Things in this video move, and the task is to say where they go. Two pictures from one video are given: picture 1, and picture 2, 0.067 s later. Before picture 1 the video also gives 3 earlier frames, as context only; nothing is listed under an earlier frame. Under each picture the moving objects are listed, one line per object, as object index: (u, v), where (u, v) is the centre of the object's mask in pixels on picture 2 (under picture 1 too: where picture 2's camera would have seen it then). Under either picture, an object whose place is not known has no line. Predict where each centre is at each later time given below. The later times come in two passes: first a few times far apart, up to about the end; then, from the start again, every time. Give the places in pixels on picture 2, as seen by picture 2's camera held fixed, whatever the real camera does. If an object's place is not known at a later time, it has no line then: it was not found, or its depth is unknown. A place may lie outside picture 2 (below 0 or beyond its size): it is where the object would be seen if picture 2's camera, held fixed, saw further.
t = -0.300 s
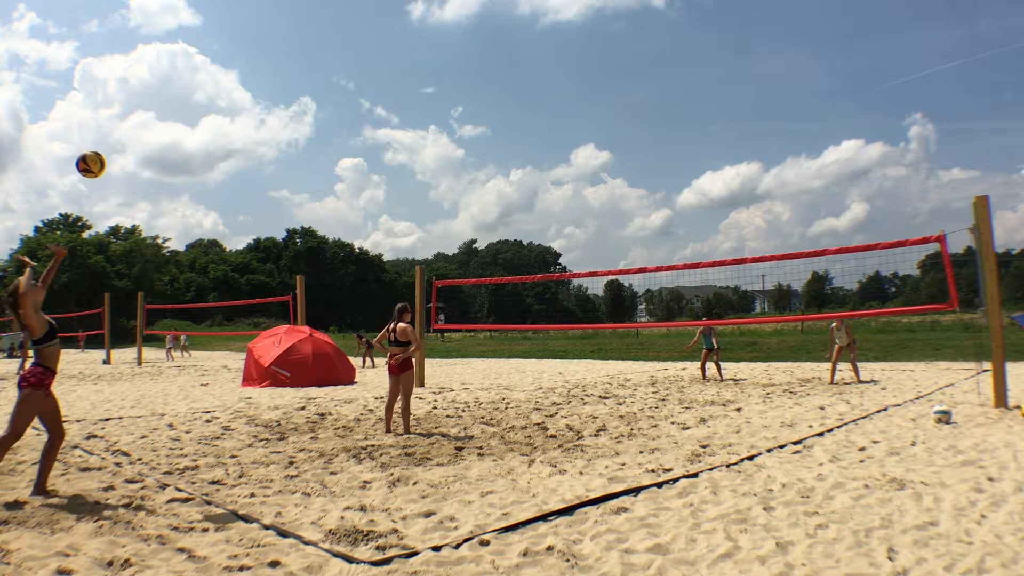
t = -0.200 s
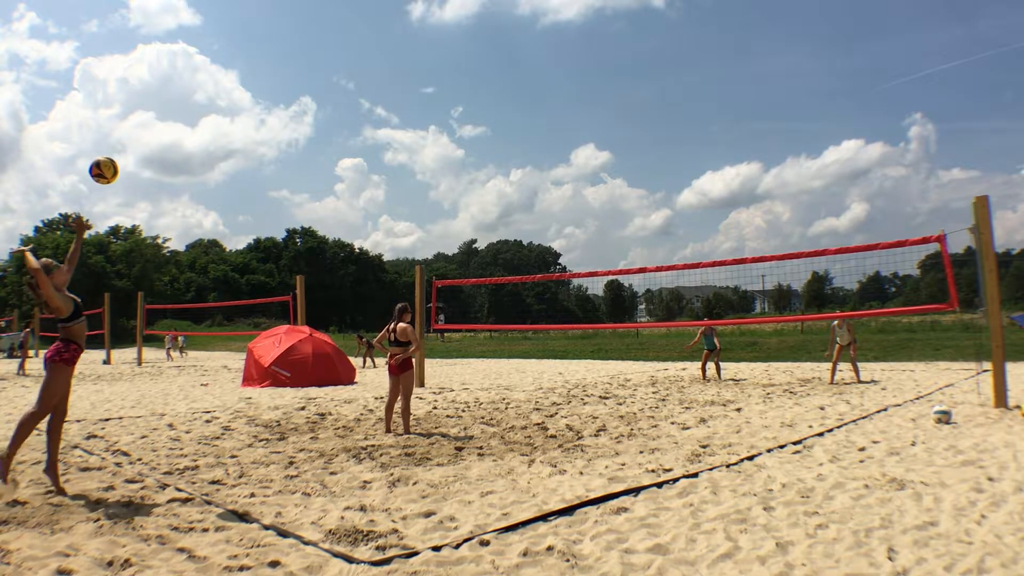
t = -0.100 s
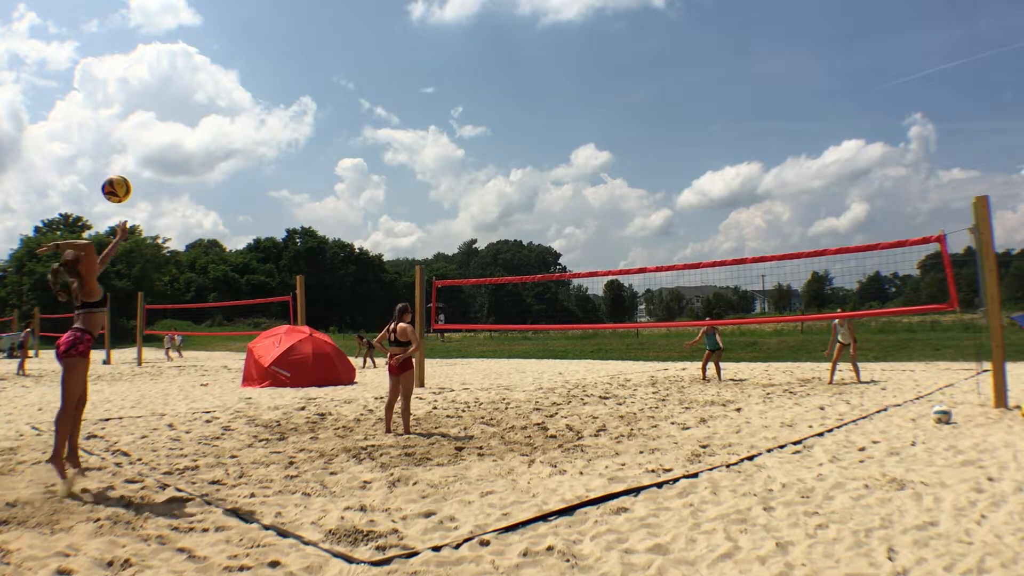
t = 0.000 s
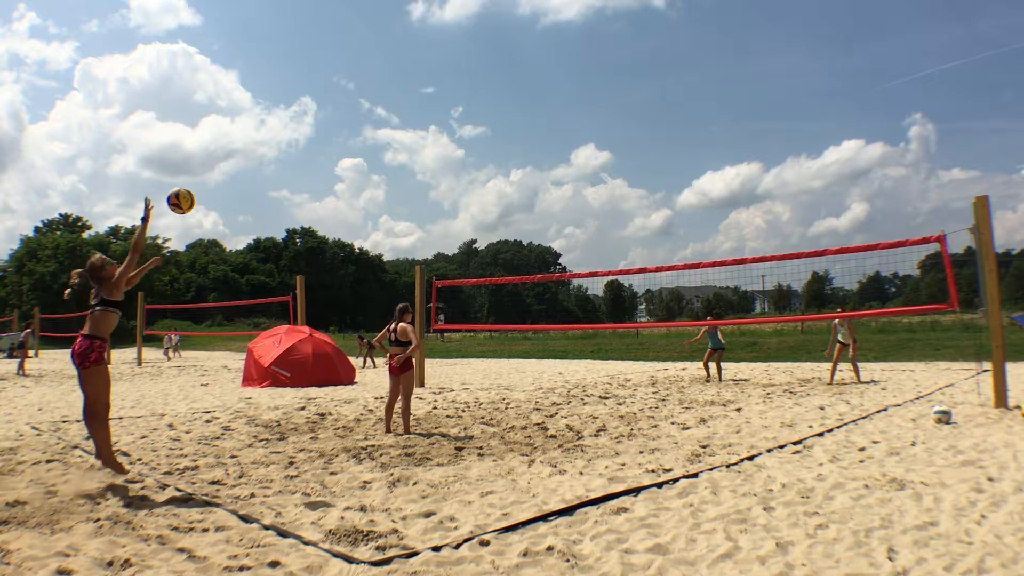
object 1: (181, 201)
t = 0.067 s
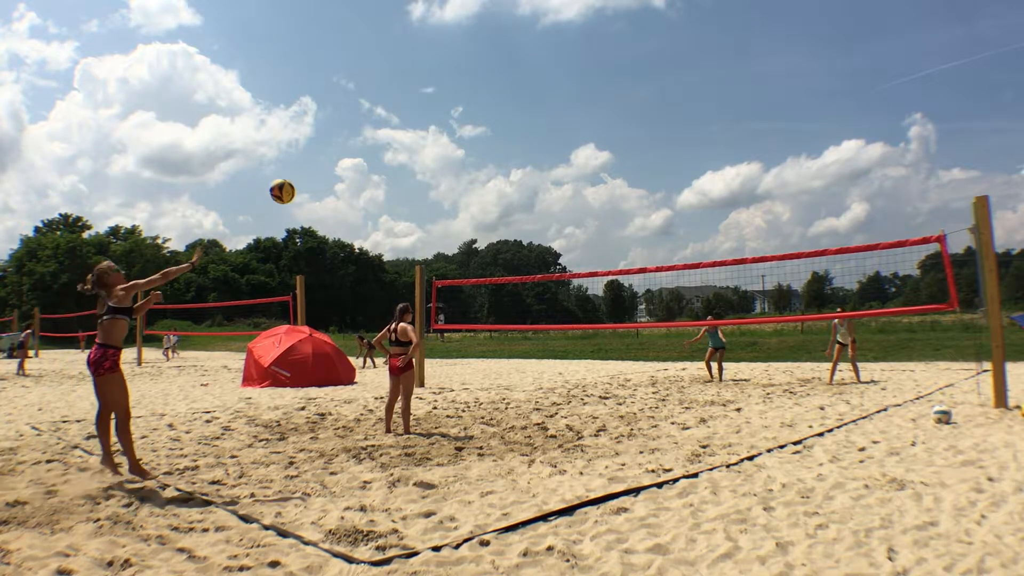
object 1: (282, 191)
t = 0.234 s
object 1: (475, 193)
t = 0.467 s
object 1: (643, 237)
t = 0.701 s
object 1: (738, 298)
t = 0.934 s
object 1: (729, 311)
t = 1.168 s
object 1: (713, 348)
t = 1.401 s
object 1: (699, 403)
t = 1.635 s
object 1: (694, 407)
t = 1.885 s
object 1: (683, 410)
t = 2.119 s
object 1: (673, 410)
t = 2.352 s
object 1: (666, 412)
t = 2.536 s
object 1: (662, 413)
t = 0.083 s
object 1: (305, 190)
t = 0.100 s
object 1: (327, 189)
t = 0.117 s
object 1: (349, 188)
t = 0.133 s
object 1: (369, 188)
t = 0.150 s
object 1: (388, 188)
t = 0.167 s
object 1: (407, 189)
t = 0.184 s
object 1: (425, 190)
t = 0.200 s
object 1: (443, 191)
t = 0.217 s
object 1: (459, 192)
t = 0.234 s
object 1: (475, 193)
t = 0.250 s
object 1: (491, 195)
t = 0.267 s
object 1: (506, 197)
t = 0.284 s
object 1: (520, 199)
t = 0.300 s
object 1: (533, 202)
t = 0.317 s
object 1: (547, 205)
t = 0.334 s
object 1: (559, 207)
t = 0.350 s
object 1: (571, 210)
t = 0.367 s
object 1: (583, 214)
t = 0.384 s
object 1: (594, 217)
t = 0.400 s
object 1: (605, 221)
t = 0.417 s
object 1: (615, 225)
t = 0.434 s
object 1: (625, 229)
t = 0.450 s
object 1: (634, 233)
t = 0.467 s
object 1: (643, 237)
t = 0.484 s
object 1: (652, 241)
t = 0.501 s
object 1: (661, 245)
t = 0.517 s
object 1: (669, 250)
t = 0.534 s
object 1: (677, 254)
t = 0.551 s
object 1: (684, 258)
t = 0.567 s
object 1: (692, 263)
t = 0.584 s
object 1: (698, 267)
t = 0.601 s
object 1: (705, 272)
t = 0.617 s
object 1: (712, 277)
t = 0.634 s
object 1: (718, 282)
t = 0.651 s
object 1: (724, 286)
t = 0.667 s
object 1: (729, 291)
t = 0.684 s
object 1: (735, 295)
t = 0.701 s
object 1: (738, 298)
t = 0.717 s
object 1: (740, 301)
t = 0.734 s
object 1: (741, 303)
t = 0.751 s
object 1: (740, 304)
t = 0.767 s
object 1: (740, 305)
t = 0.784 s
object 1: (738, 306)
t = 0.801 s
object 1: (738, 307)
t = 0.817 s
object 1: (737, 308)
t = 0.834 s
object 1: (736, 309)
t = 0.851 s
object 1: (735, 308)
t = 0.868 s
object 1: (733, 308)
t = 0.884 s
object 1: (732, 308)
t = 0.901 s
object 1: (731, 309)
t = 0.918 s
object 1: (730, 309)
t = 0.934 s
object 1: (729, 311)
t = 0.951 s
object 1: (728, 312)
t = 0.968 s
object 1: (726, 314)
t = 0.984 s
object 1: (726, 316)
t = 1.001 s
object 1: (725, 317)
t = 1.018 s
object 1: (724, 319)
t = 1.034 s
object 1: (723, 322)
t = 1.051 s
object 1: (722, 325)
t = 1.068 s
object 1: (720, 327)
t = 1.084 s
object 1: (719, 329)
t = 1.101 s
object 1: (716, 333)
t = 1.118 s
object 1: (716, 337)
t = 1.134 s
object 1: (715, 340)
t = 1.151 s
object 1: (713, 344)
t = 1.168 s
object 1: (713, 348)
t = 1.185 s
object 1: (712, 352)
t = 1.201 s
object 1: (710, 355)
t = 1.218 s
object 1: (708, 361)
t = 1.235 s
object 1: (707, 365)
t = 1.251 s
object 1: (706, 369)
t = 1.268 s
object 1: (706, 375)
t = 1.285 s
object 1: (706, 381)
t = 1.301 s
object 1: (704, 386)
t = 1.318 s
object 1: (703, 392)
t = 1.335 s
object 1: (701, 398)
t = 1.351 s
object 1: (700, 404)
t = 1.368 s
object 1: (699, 405)
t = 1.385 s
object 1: (699, 404)
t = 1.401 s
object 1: (699, 403)
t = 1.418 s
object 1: (699, 403)
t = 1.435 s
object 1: (699, 402)
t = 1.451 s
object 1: (698, 402)
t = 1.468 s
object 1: (697, 402)
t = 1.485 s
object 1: (697, 402)
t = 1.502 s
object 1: (697, 402)
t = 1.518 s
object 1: (696, 403)
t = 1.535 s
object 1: (696, 404)
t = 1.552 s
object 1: (696, 405)
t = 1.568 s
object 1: (695, 405)
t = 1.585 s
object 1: (695, 407)
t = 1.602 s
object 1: (694, 407)
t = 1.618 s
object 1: (694, 407)
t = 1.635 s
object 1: (694, 407)
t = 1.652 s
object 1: (693, 407)
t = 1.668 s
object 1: (692, 407)
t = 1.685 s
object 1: (691, 408)
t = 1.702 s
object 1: (691, 408)
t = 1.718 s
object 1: (690, 408)
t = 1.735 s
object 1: (689, 409)
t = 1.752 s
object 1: (688, 409)
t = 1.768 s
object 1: (688, 410)
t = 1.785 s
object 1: (688, 410)
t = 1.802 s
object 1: (687, 410)
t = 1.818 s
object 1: (686, 410)
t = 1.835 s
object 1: (686, 410)
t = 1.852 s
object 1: (684, 409)
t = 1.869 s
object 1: (684, 409)
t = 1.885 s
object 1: (683, 410)
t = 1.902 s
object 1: (682, 409)
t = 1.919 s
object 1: (682, 410)
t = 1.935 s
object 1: (681, 409)
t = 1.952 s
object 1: (680, 410)
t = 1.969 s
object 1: (679, 410)
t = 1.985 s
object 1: (679, 410)
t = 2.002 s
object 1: (678, 410)
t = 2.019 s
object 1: (678, 410)
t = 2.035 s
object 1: (677, 410)
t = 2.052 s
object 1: (676, 410)
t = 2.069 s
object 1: (675, 410)
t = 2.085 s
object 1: (674, 410)
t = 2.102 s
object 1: (674, 410)
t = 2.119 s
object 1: (673, 410)
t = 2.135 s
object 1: (672, 410)
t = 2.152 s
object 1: (672, 410)
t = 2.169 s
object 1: (671, 410)
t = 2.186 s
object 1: (670, 411)
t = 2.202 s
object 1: (670, 411)
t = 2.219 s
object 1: (670, 411)
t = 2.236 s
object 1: (669, 411)
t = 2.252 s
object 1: (669, 412)
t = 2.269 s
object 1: (668, 412)
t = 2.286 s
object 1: (668, 412)
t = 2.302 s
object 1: (667, 412)
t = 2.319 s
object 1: (667, 412)
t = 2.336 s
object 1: (666, 412)
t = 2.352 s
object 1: (666, 412)
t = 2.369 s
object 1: (666, 412)
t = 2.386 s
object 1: (665, 412)
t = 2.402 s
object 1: (665, 412)
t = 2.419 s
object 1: (664, 412)
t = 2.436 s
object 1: (664, 413)
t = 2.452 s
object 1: (664, 413)
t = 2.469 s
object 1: (663, 413)
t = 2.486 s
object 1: (663, 413)
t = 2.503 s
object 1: (663, 413)
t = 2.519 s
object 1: (662, 413)
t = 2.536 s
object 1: (662, 413)
